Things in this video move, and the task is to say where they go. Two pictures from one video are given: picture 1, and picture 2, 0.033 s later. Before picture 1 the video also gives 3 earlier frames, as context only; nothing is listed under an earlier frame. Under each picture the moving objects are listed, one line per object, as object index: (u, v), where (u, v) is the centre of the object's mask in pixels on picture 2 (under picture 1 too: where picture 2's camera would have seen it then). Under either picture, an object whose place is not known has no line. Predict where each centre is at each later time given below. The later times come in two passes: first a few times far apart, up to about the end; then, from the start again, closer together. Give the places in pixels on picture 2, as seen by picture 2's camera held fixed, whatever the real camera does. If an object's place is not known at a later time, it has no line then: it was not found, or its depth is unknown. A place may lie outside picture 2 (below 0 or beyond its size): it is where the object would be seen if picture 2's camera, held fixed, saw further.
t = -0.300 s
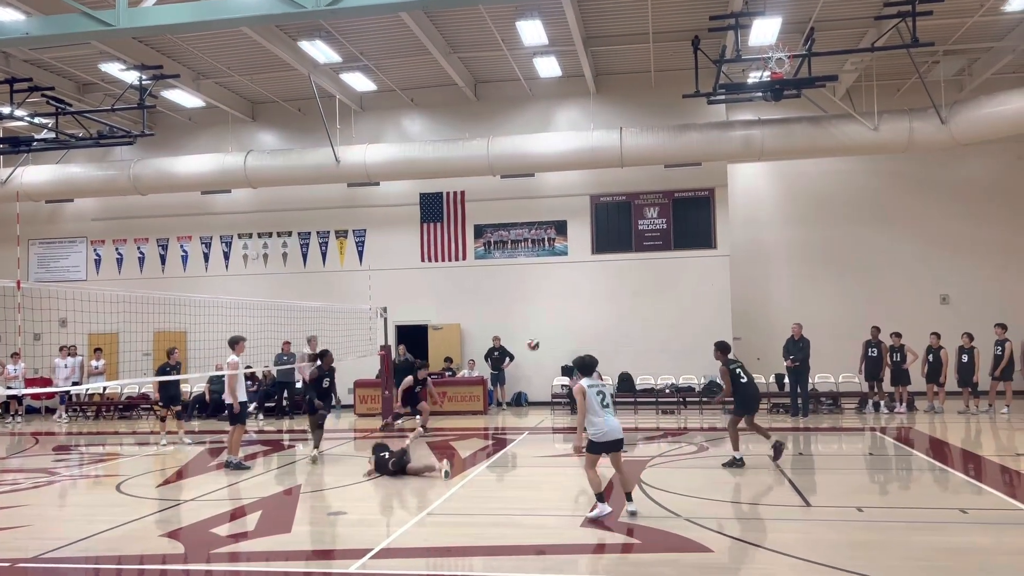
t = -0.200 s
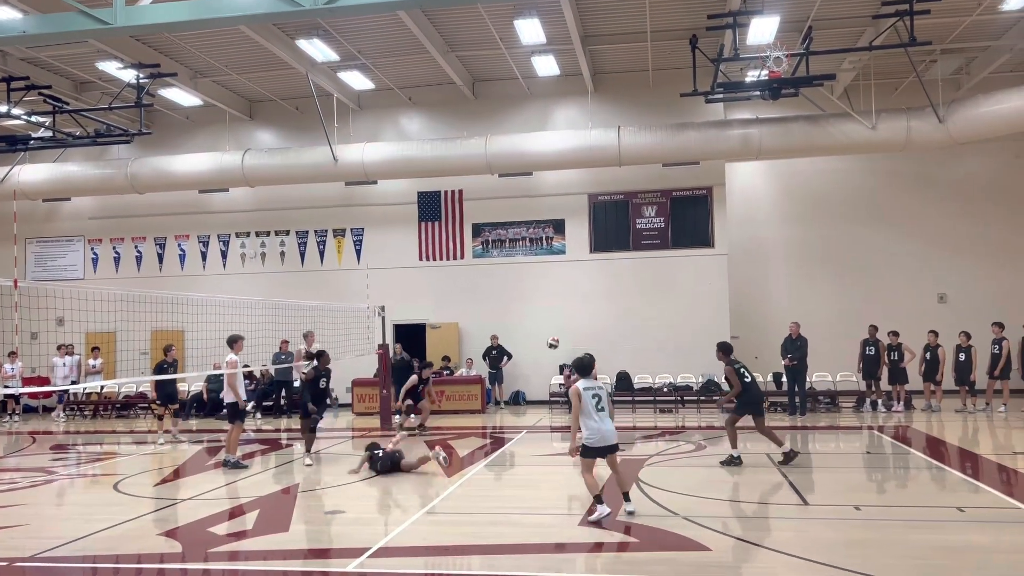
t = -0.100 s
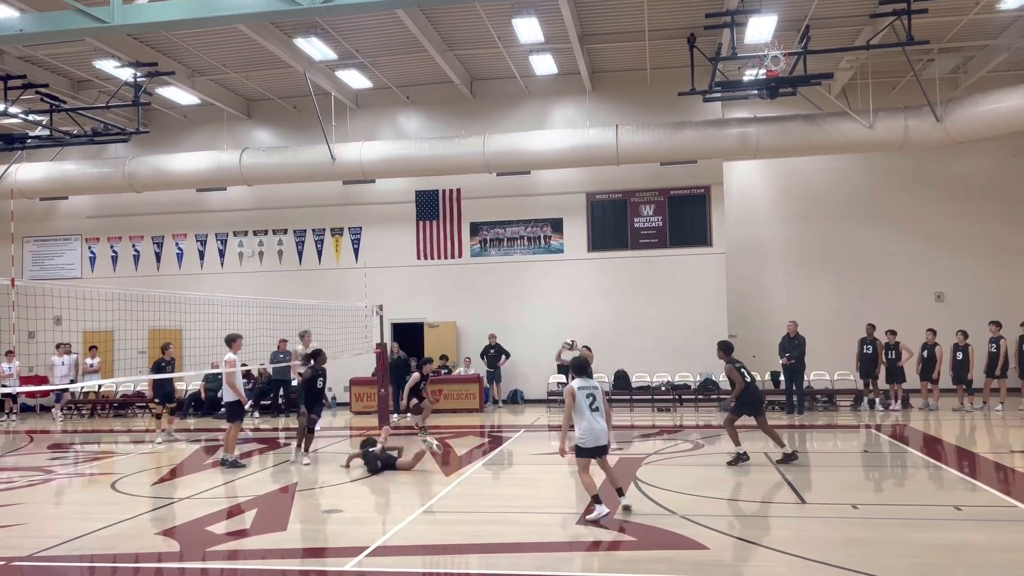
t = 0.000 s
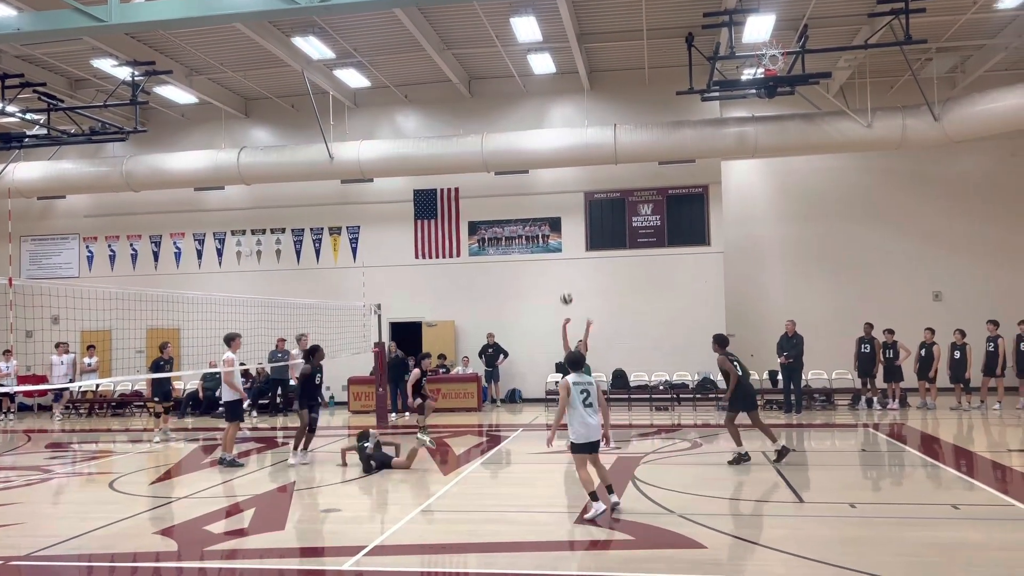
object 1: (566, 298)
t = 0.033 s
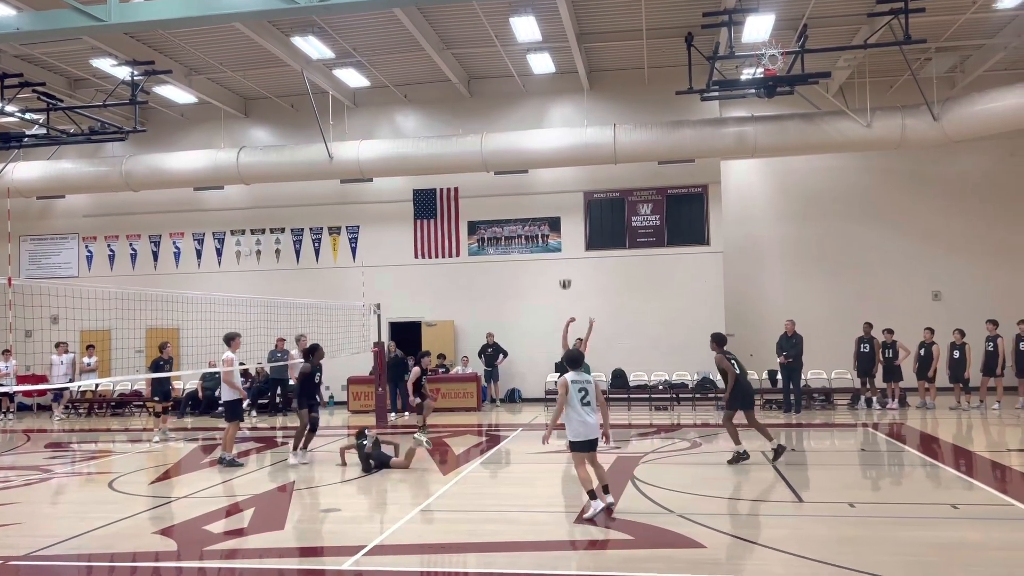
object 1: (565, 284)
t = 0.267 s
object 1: (561, 191)
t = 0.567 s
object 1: (558, 117)
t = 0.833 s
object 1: (557, 96)
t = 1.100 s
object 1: (560, 124)
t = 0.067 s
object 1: (565, 269)
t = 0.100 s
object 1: (564, 254)
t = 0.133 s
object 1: (564, 240)
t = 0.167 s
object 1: (563, 228)
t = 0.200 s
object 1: (562, 215)
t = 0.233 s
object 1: (562, 203)
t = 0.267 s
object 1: (561, 191)
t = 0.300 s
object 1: (561, 181)
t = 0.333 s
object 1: (560, 171)
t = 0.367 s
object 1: (561, 161)
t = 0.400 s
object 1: (559, 152)
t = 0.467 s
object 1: (559, 136)
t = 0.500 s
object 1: (559, 129)
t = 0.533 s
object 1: (558, 123)
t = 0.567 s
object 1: (558, 117)
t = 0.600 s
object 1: (558, 112)
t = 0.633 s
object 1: (558, 108)
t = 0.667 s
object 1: (558, 104)
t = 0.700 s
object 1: (558, 101)
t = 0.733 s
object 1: (558, 98)
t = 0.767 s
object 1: (557, 97)
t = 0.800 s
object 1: (558, 96)
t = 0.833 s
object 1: (557, 96)
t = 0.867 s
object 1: (557, 97)
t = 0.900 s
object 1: (557, 98)
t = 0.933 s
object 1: (558, 100)
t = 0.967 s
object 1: (558, 103)
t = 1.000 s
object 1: (558, 107)
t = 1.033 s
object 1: (559, 112)
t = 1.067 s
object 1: (559, 117)
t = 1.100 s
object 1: (560, 124)
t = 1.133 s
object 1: (559, 130)
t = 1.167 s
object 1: (560, 139)
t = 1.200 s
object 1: (560, 148)
